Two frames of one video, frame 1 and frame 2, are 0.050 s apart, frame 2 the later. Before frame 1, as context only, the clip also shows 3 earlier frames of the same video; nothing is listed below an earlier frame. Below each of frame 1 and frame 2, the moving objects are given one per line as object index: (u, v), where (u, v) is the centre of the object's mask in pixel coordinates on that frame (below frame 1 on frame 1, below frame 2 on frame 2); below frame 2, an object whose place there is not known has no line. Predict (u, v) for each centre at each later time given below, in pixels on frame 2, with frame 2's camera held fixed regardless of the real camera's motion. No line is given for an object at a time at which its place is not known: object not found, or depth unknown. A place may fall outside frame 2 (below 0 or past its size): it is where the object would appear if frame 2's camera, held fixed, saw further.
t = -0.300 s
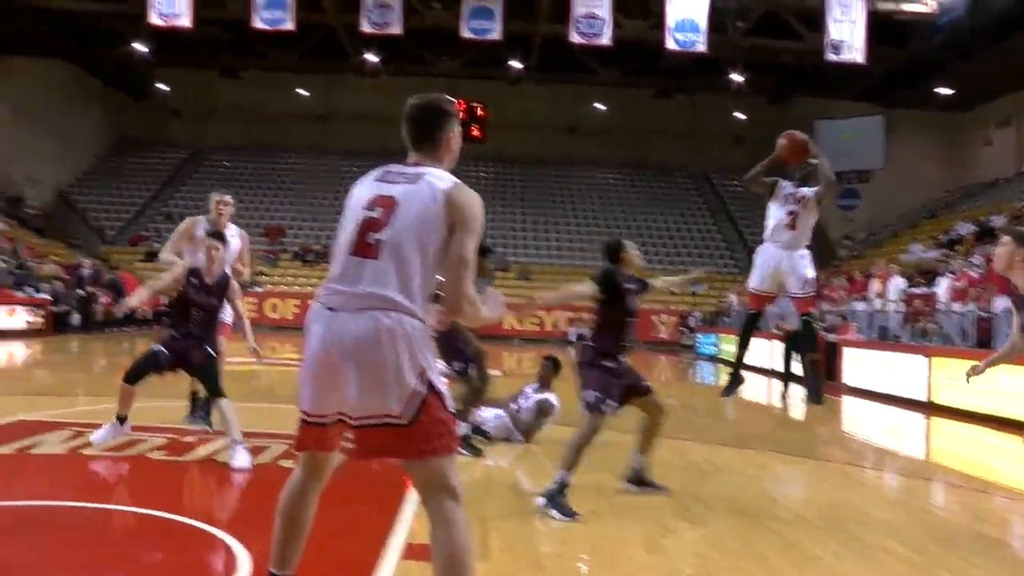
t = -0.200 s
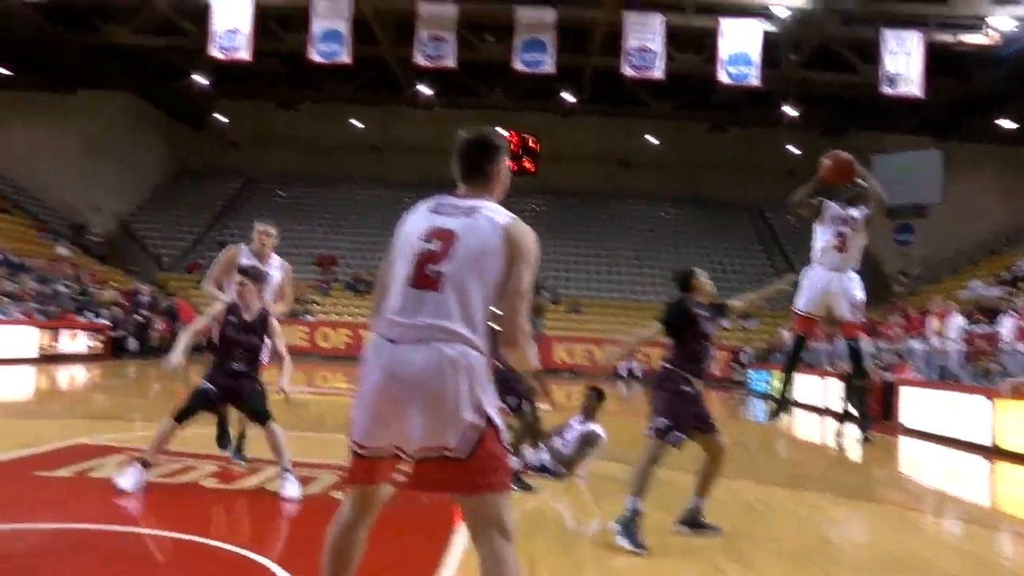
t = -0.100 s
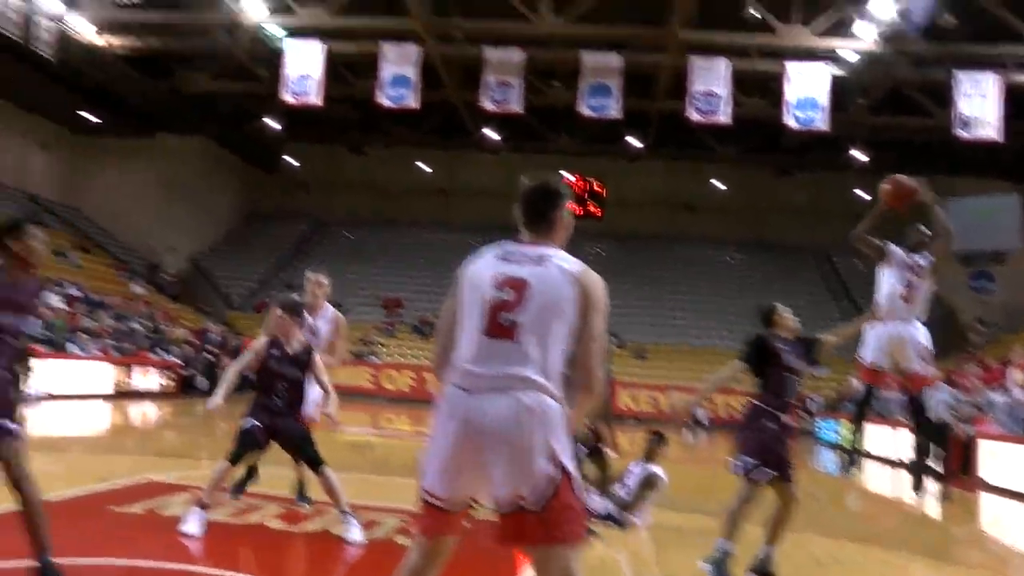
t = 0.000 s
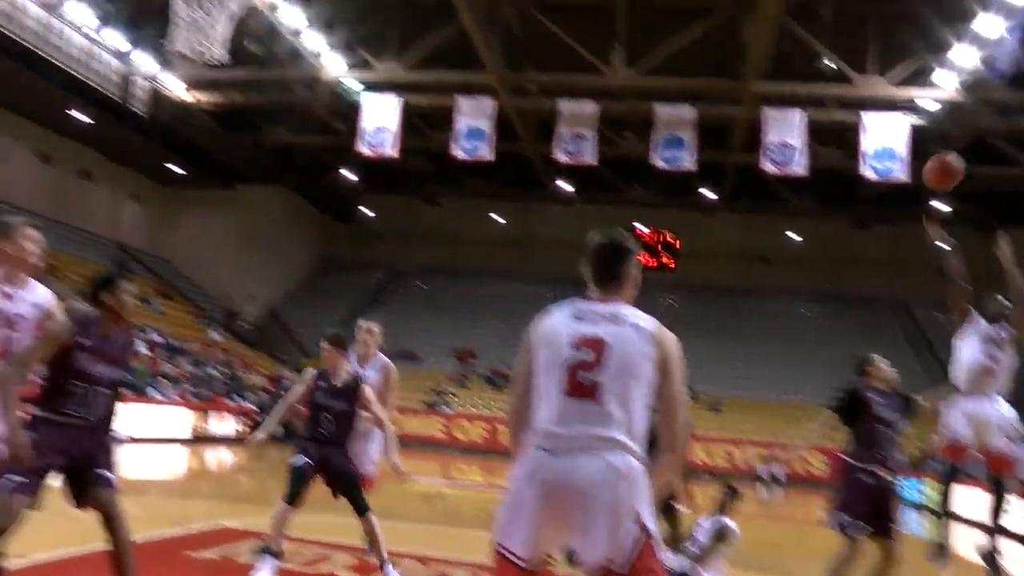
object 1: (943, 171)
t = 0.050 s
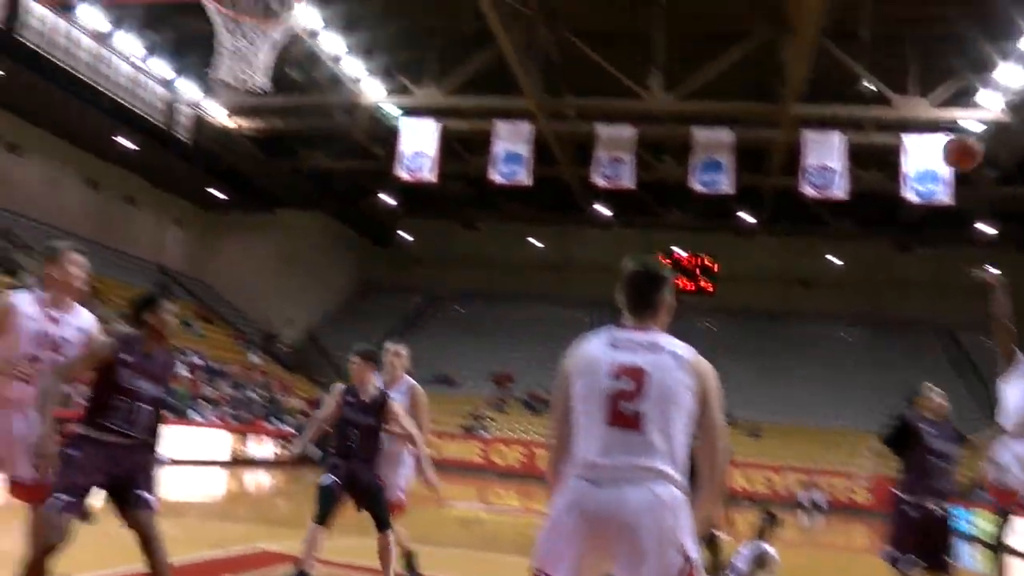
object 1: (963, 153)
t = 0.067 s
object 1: (952, 140)
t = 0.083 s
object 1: (941, 128)
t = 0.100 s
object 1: (936, 116)
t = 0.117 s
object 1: (926, 104)
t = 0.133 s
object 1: (918, 91)
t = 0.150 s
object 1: (908, 80)
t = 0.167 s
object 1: (899, 70)
